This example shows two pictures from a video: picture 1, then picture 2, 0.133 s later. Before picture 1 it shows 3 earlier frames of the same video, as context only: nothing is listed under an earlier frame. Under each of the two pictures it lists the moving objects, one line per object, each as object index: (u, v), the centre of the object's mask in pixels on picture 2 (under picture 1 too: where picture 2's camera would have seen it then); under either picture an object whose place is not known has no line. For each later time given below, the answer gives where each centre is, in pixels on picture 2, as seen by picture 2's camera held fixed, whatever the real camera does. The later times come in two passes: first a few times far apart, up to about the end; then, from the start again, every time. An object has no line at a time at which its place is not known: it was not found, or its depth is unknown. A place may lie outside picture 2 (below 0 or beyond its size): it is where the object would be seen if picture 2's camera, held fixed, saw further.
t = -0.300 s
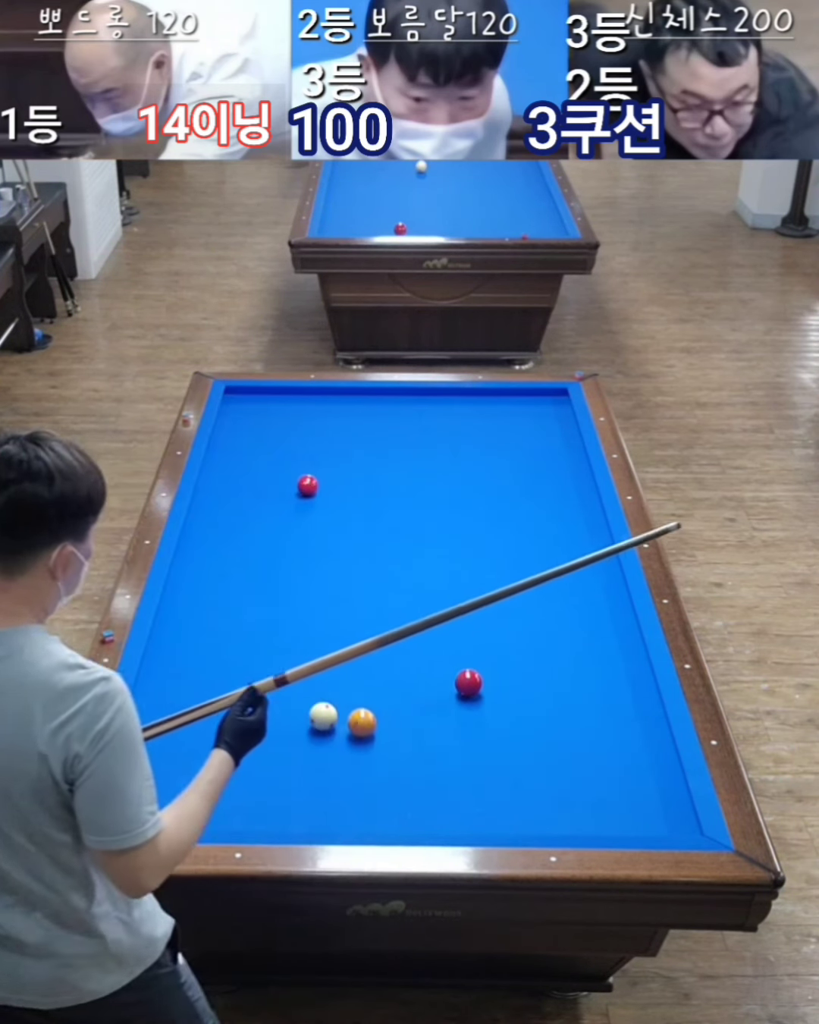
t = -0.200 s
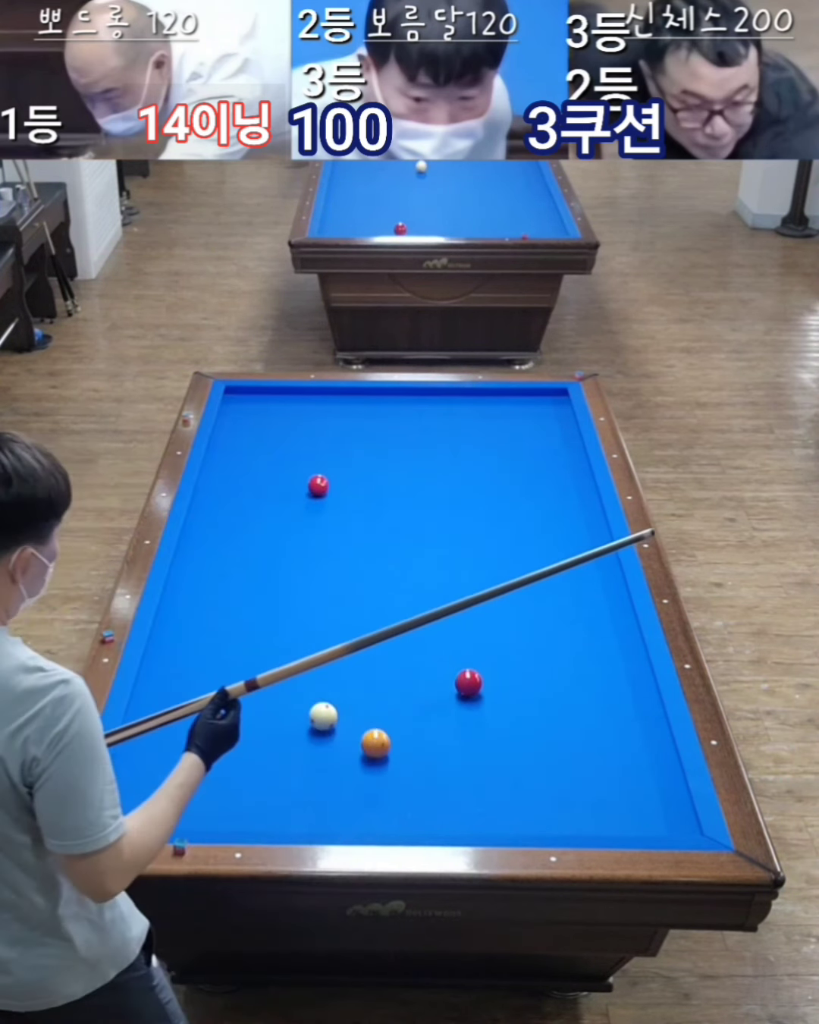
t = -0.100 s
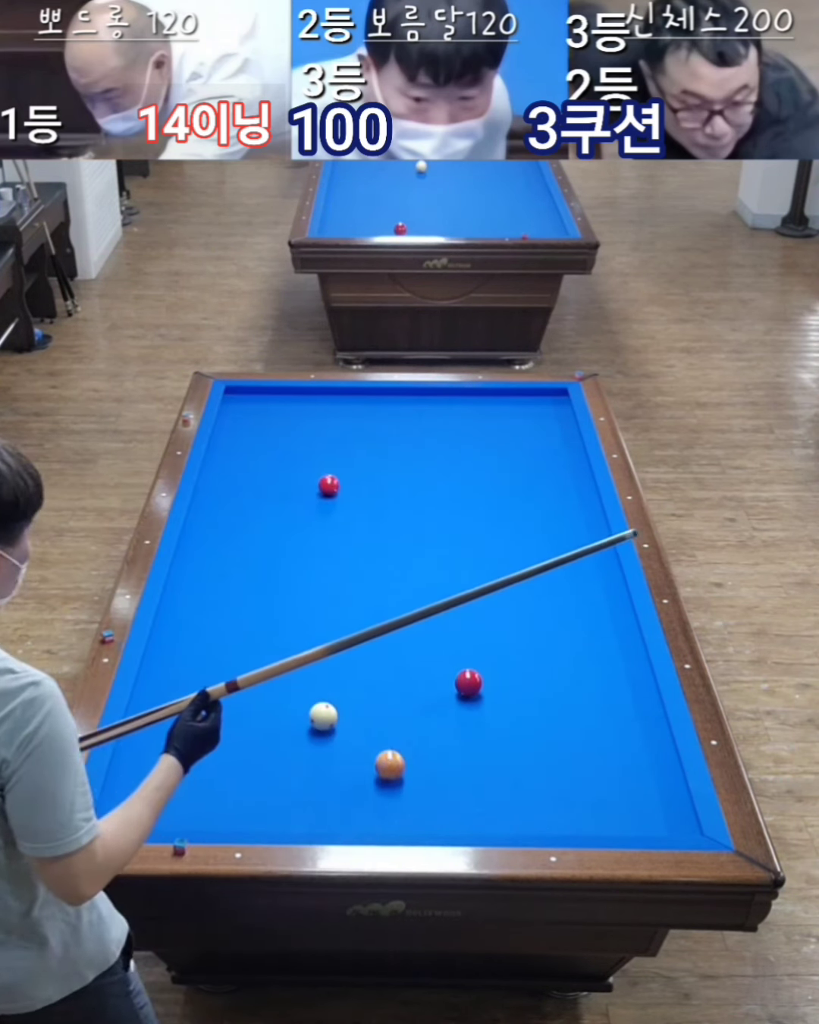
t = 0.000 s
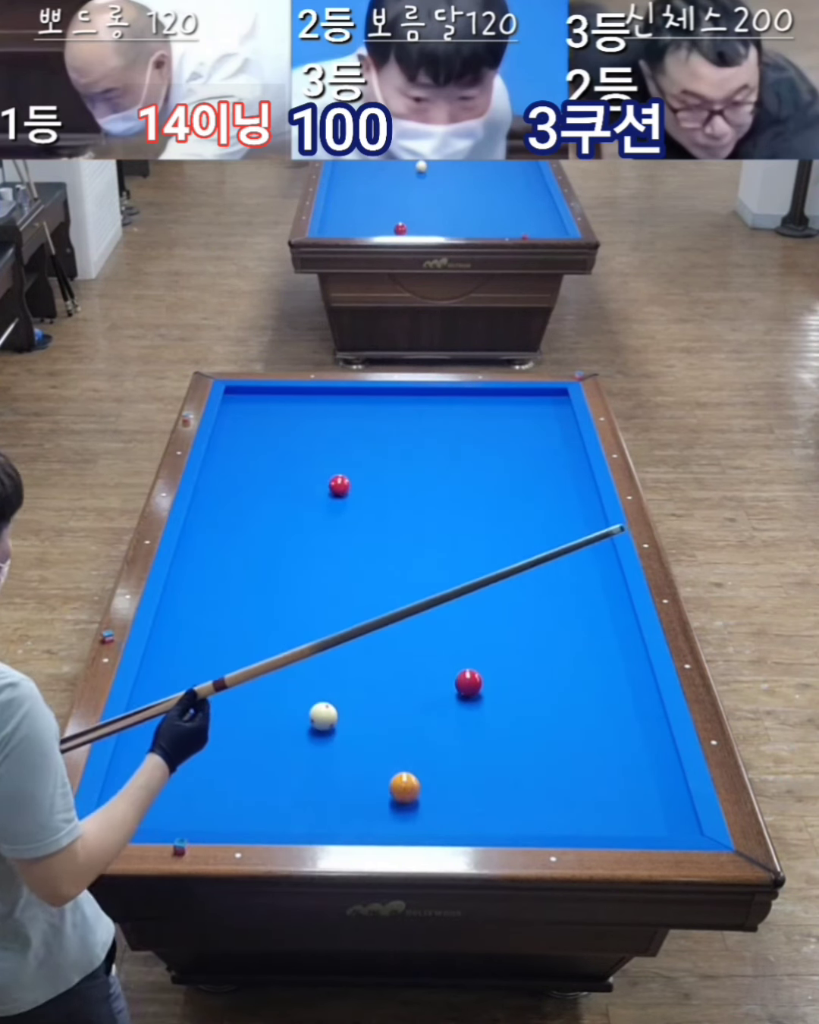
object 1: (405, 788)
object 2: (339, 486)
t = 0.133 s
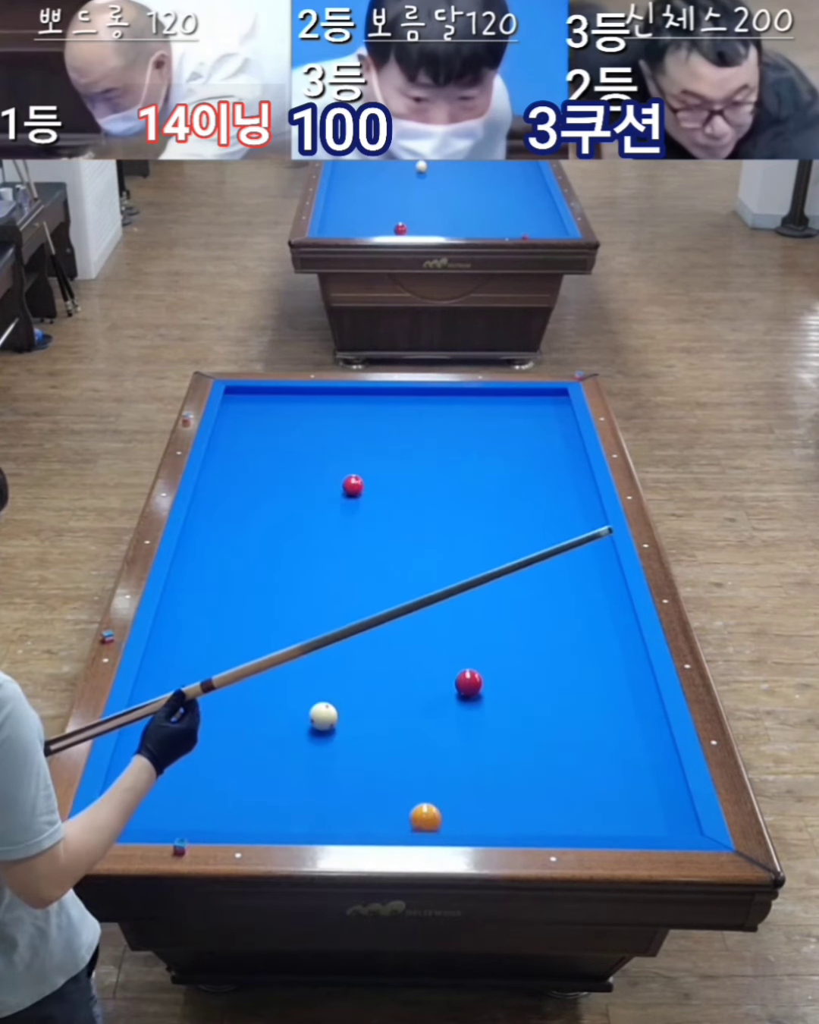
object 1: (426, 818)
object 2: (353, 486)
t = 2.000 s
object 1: (592, 648)
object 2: (519, 484)
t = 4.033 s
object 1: (431, 531)
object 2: (547, 482)
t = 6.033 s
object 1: (308, 441)
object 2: (531, 483)
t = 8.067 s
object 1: (290, 430)
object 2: (531, 483)
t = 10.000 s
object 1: (290, 430)
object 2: (531, 483)
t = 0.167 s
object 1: (431, 822)
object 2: (356, 486)
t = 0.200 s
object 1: (438, 819)
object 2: (359, 486)
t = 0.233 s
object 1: (445, 815)
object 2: (363, 486)
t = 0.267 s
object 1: (451, 810)
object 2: (366, 486)
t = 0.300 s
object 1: (458, 806)
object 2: (369, 486)
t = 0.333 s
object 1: (464, 802)
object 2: (373, 486)
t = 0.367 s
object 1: (470, 798)
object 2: (376, 486)
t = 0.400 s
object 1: (477, 794)
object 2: (380, 486)
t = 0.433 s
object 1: (483, 790)
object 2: (383, 486)
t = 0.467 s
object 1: (489, 787)
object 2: (386, 486)
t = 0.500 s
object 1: (495, 783)
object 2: (389, 486)
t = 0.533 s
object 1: (500, 779)
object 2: (392, 486)
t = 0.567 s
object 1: (506, 775)
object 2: (396, 486)
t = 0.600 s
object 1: (512, 772)
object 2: (399, 486)
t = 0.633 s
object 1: (518, 768)
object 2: (402, 486)
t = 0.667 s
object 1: (524, 765)
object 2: (405, 486)
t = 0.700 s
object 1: (529, 761)
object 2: (408, 486)
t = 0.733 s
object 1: (535, 758)
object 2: (411, 486)
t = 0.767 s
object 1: (540, 754)
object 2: (414, 486)
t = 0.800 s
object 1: (546, 750)
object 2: (417, 486)
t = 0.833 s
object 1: (551, 747)
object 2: (420, 486)
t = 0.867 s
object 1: (557, 744)
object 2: (424, 486)
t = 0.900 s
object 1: (562, 740)
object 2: (427, 486)
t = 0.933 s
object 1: (567, 737)
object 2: (430, 486)
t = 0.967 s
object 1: (572, 734)
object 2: (433, 486)
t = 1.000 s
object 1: (577, 730)
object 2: (436, 486)
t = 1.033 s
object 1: (582, 727)
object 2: (439, 486)
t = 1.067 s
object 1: (587, 724)
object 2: (442, 486)
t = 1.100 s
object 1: (592, 721)
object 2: (445, 486)
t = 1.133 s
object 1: (597, 717)
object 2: (448, 485)
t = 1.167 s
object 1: (602, 715)
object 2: (450, 486)
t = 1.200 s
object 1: (607, 711)
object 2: (453, 486)
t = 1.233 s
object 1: (612, 708)
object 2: (456, 486)
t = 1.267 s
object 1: (617, 705)
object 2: (459, 486)
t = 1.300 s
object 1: (621, 702)
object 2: (462, 486)
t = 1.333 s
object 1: (626, 699)
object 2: (465, 485)
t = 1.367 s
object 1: (631, 697)
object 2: (468, 485)
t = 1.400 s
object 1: (635, 694)
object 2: (471, 485)
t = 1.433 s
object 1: (640, 691)
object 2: (473, 485)
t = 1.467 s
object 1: (644, 687)
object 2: (476, 485)
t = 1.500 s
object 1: (642, 685)
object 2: (479, 485)
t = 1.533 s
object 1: (638, 682)
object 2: (482, 485)
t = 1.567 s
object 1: (634, 679)
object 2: (484, 485)
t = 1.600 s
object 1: (631, 677)
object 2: (487, 485)
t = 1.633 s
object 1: (628, 674)
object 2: (490, 485)
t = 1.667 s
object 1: (624, 672)
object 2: (493, 485)
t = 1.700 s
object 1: (621, 669)
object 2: (495, 485)
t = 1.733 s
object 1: (617, 667)
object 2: (498, 484)
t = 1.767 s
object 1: (614, 664)
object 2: (501, 484)
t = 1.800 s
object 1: (611, 662)
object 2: (504, 484)
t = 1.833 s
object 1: (608, 660)
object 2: (506, 484)
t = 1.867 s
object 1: (605, 658)
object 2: (509, 484)
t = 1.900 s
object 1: (601, 655)
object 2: (511, 484)
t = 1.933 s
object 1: (598, 653)
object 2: (514, 484)
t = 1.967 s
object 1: (595, 650)
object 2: (517, 484)
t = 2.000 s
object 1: (592, 648)
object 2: (519, 484)
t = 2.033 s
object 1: (589, 646)
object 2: (522, 484)
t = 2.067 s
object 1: (586, 644)
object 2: (524, 484)
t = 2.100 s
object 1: (583, 642)
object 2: (527, 484)
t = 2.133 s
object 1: (580, 640)
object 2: (529, 484)
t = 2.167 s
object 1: (576, 637)
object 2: (532, 484)
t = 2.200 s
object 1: (573, 635)
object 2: (534, 483)
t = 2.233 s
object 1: (571, 633)
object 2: (537, 484)
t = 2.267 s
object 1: (568, 631)
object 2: (539, 483)
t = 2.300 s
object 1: (565, 629)
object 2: (541, 483)
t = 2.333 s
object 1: (562, 627)
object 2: (544, 483)
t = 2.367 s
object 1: (559, 624)
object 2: (546, 483)
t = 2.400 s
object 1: (556, 622)
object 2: (548, 483)
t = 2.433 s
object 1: (554, 621)
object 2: (551, 483)
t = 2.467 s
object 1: (551, 618)
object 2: (553, 483)
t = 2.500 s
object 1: (548, 616)
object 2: (556, 483)
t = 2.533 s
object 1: (545, 614)
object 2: (558, 483)
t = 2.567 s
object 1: (542, 613)
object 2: (560, 483)
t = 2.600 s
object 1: (540, 610)
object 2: (562, 483)
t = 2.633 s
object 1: (537, 609)
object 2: (565, 483)
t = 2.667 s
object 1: (535, 607)
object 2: (567, 483)
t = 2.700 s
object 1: (532, 605)
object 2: (569, 483)
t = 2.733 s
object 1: (530, 603)
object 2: (571, 483)
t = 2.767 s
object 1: (527, 601)
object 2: (574, 483)
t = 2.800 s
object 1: (525, 599)
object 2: (576, 483)
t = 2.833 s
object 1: (522, 597)
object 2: (578, 483)
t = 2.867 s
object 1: (519, 596)
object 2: (580, 483)
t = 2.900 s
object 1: (517, 594)
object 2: (582, 483)
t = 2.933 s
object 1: (515, 592)
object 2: (584, 483)
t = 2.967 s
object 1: (512, 590)
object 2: (585, 482)
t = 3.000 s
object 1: (510, 589)
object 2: (584, 482)
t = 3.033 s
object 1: (507, 587)
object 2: (583, 482)
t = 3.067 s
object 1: (505, 585)
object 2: (582, 482)
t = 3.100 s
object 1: (503, 583)
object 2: (580, 482)
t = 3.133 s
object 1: (500, 582)
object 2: (579, 482)
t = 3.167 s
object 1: (498, 580)
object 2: (578, 482)
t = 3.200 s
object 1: (496, 579)
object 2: (577, 482)
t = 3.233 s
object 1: (493, 577)
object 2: (576, 482)
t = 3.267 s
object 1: (491, 575)
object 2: (575, 482)
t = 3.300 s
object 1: (489, 574)
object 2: (574, 482)
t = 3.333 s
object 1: (487, 572)
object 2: (573, 482)
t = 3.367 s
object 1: (485, 570)
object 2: (572, 482)
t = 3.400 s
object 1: (482, 569)
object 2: (570, 482)
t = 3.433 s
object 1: (480, 567)
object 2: (569, 482)
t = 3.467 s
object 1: (478, 566)
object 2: (568, 482)
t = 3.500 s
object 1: (476, 564)
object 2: (568, 482)
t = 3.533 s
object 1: (474, 563)
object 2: (566, 482)
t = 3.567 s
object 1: (472, 561)
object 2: (565, 482)
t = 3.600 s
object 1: (470, 560)
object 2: (564, 482)
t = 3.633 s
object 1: (468, 558)
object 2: (563, 482)
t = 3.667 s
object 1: (466, 557)
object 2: (562, 482)
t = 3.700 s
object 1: (464, 555)
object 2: (562, 482)
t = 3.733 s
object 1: (462, 554)
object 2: (561, 482)
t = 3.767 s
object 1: (460, 553)
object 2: (560, 482)
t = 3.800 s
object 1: (456, 550)
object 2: (558, 482)
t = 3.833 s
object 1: (452, 547)
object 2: (556, 482)
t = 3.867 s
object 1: (449, 544)
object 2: (555, 482)
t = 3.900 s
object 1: (445, 542)
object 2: (553, 482)
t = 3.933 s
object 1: (441, 539)
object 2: (552, 481)
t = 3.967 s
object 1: (438, 536)
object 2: (550, 481)
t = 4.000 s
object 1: (434, 534)
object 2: (549, 482)
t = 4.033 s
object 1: (431, 531)
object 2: (547, 482)
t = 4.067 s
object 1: (428, 529)
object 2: (546, 482)
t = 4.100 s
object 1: (424, 526)
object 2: (545, 482)
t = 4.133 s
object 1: (421, 524)
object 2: (543, 482)
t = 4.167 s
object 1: (418, 521)
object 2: (542, 482)
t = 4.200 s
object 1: (415, 519)
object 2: (541, 482)
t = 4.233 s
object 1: (412, 517)
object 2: (541, 482)
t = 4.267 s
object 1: (409, 515)
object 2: (539, 482)
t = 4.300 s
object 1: (406, 513)
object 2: (538, 482)
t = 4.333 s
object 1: (403, 511)
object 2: (538, 482)
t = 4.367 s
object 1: (400, 509)
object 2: (537, 482)
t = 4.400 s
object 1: (397, 506)
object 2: (536, 482)
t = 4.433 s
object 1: (394, 504)
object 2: (536, 482)
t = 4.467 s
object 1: (391, 502)
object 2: (535, 482)
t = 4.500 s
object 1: (389, 501)
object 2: (534, 482)
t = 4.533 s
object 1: (386, 498)
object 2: (533, 482)
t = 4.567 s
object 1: (383, 497)
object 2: (533, 482)
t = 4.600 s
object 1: (381, 495)
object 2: (533, 483)
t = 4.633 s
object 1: (378, 493)
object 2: (532, 483)
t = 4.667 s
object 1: (376, 491)
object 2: (532, 483)
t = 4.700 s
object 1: (374, 489)
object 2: (532, 483)
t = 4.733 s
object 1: (371, 488)
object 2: (531, 483)
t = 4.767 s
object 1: (369, 486)
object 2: (531, 483)
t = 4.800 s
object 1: (367, 485)
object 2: (531, 483)
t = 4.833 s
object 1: (364, 483)
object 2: (531, 483)
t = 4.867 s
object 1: (362, 481)
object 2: (531, 483)
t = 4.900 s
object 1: (360, 480)
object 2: (531, 483)
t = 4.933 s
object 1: (358, 478)
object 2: (531, 483)
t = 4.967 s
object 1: (356, 477)
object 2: (531, 483)
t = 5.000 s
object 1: (354, 475)
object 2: (531, 483)
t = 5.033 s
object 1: (351, 473)
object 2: (531, 483)
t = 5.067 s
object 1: (349, 472)
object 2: (531, 483)
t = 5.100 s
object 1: (347, 471)
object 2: (531, 483)
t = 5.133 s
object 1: (346, 470)
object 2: (531, 483)
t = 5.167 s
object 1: (344, 468)
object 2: (531, 483)
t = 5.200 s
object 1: (342, 467)
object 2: (531, 483)
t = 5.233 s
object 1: (340, 465)
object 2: (531, 483)
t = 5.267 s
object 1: (338, 464)
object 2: (531, 483)
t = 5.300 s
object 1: (337, 463)
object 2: (531, 483)
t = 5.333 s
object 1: (335, 462)
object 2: (531, 483)
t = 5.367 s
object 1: (333, 461)
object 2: (531, 483)
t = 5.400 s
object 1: (332, 460)
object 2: (531, 483)
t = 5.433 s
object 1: (330, 458)
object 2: (531, 483)
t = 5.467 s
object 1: (329, 457)
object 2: (531, 483)
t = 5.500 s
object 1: (327, 456)
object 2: (531, 483)
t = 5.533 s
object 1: (326, 455)
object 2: (531, 483)
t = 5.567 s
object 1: (324, 454)
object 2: (531, 483)
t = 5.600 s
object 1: (323, 453)
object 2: (531, 483)
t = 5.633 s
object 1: (322, 452)
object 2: (531, 483)
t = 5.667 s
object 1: (320, 451)
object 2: (531, 483)
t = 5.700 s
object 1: (319, 450)
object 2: (531, 483)
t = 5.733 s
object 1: (318, 449)
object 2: (531, 483)
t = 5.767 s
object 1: (317, 448)
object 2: (531, 483)
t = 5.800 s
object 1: (316, 447)
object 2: (531, 483)
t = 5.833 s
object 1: (314, 446)
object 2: (531, 483)
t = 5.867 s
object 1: (313, 445)
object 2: (531, 483)
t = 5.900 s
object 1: (312, 445)
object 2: (531, 483)
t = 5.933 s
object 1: (311, 444)
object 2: (531, 483)
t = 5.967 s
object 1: (310, 443)
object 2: (531, 483)
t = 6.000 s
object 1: (309, 442)
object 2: (531, 483)
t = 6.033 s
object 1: (308, 441)
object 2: (531, 483)
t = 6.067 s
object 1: (307, 441)
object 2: (531, 483)
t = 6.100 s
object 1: (306, 440)
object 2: (531, 483)
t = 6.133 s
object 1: (305, 440)
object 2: (531, 483)
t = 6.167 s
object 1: (305, 439)
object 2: (531, 483)
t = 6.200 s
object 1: (304, 438)
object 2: (531, 483)
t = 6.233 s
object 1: (303, 438)
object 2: (531, 483)
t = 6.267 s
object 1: (302, 437)
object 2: (531, 483)
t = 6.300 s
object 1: (301, 436)
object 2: (531, 483)
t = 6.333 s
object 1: (300, 436)
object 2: (531, 483)
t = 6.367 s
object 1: (300, 436)
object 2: (531, 483)
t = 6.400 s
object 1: (299, 435)
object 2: (531, 483)
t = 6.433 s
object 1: (298, 435)
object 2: (531, 483)
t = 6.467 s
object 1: (298, 434)
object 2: (531, 483)
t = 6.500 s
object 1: (297, 434)
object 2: (531, 483)
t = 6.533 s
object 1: (296, 434)
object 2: (531, 483)
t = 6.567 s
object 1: (296, 433)
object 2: (531, 483)
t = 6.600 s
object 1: (295, 433)
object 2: (531, 483)
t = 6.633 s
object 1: (294, 433)
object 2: (531, 483)
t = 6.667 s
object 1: (294, 432)
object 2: (531, 483)
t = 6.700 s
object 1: (294, 432)
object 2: (531, 483)
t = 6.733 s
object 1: (293, 432)
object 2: (531, 483)
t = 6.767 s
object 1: (293, 431)
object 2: (531, 483)
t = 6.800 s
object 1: (292, 431)
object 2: (531, 483)
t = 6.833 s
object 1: (292, 431)
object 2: (531, 483)
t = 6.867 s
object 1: (291, 431)
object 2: (531, 483)
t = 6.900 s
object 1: (291, 431)
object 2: (531, 483)
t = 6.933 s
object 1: (291, 430)
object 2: (531, 483)
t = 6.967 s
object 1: (291, 430)
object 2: (531, 483)
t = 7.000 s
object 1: (290, 430)
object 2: (531, 483)
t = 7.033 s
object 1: (290, 430)
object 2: (531, 483)
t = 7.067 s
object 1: (290, 430)
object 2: (531, 483)
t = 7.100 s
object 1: (290, 430)
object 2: (531, 483)
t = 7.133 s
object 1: (290, 430)
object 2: (531, 483)
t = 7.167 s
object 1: (290, 430)
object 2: (531, 483)
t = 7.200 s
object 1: (290, 430)
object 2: (531, 483)
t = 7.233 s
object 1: (290, 430)
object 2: (531, 483)
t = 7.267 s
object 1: (290, 430)
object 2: (531, 483)
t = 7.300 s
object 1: (290, 430)
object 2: (531, 483)
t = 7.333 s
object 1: (290, 430)
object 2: (531, 483)
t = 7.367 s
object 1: (290, 430)
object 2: (531, 483)
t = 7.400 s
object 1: (290, 430)
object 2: (531, 483)
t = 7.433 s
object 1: (290, 430)
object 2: (531, 483)
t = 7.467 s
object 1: (290, 430)
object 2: (531, 483)
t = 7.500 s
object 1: (290, 430)
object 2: (531, 483)
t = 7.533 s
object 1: (290, 430)
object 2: (531, 483)
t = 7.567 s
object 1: (290, 430)
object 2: (531, 483)
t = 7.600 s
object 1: (290, 430)
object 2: (531, 483)
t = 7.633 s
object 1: (290, 430)
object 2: (531, 483)
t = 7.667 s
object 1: (290, 430)
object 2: (531, 483)
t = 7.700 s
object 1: (290, 430)
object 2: (531, 483)
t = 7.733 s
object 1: (290, 430)
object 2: (531, 483)
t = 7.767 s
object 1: (290, 430)
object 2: (531, 483)
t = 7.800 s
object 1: (290, 430)
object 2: (531, 483)
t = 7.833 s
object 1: (290, 430)
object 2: (531, 483)
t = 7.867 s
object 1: (290, 430)
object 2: (531, 483)
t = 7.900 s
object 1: (290, 430)
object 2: (531, 483)
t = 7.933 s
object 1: (290, 430)
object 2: (531, 483)
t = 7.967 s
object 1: (290, 430)
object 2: (531, 483)
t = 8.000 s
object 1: (290, 430)
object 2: (531, 483)
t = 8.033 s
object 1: (290, 430)
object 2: (531, 483)
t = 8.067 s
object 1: (290, 430)
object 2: (531, 483)
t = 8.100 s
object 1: (290, 430)
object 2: (531, 483)
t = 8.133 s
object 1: (290, 430)
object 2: (531, 483)
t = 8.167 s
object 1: (290, 430)
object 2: (531, 483)
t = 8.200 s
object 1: (290, 430)
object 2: (531, 483)
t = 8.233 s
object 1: (290, 430)
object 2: (531, 483)
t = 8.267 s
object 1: (290, 430)
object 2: (531, 483)
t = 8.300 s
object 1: (290, 430)
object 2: (531, 483)
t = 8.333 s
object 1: (290, 430)
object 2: (531, 483)
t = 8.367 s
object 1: (290, 430)
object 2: (531, 483)
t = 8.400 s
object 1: (290, 430)
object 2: (531, 483)
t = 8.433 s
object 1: (290, 430)
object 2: (531, 483)
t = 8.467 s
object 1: (290, 430)
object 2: (531, 483)
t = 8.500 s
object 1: (290, 430)
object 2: (531, 483)
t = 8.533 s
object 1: (290, 430)
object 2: (531, 483)
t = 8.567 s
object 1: (290, 430)
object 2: (531, 483)
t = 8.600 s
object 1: (290, 430)
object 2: (531, 483)
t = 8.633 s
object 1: (290, 430)
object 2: (531, 483)
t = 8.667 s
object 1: (290, 430)
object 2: (531, 483)
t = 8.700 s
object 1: (290, 430)
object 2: (531, 483)
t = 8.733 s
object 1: (290, 430)
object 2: (531, 483)
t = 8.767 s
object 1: (290, 430)
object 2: (531, 483)
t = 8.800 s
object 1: (290, 430)
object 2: (531, 483)
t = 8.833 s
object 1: (290, 430)
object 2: (531, 483)
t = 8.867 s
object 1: (290, 430)
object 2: (531, 483)
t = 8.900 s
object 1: (290, 430)
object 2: (531, 483)
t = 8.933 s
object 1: (290, 430)
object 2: (531, 483)
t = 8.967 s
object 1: (290, 430)
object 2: (531, 483)
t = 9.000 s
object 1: (290, 430)
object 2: (531, 483)
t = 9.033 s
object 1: (290, 430)
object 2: (531, 483)
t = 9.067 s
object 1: (290, 430)
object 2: (531, 483)
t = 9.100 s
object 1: (290, 430)
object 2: (531, 483)
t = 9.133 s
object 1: (290, 430)
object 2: (531, 483)
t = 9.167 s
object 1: (290, 430)
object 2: (531, 483)
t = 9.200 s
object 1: (290, 430)
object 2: (531, 483)
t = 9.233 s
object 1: (290, 430)
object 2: (531, 483)
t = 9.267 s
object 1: (290, 430)
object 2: (531, 483)
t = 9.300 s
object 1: (290, 430)
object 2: (531, 483)
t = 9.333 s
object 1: (290, 430)
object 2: (531, 483)
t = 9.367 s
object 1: (290, 430)
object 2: (531, 483)
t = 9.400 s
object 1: (290, 430)
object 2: (531, 483)
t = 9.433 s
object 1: (290, 430)
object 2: (531, 483)
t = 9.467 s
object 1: (290, 430)
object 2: (531, 483)
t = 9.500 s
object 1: (290, 430)
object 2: (531, 483)
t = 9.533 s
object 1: (290, 430)
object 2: (531, 483)
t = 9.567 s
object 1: (290, 430)
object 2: (531, 483)
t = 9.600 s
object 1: (290, 430)
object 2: (531, 483)
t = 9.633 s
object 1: (290, 430)
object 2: (531, 483)
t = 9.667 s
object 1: (290, 430)
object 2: (531, 483)
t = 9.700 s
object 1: (290, 430)
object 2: (531, 483)
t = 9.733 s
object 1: (290, 430)
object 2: (531, 483)
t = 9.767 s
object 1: (290, 430)
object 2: (531, 483)
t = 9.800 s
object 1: (290, 430)
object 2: (531, 483)
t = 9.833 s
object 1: (290, 430)
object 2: (531, 483)
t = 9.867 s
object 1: (290, 430)
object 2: (531, 483)
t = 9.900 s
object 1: (290, 430)
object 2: (531, 483)
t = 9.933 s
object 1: (290, 430)
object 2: (531, 483)
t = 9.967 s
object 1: (290, 430)
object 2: (531, 483)
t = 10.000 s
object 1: (290, 430)
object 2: (531, 483)
